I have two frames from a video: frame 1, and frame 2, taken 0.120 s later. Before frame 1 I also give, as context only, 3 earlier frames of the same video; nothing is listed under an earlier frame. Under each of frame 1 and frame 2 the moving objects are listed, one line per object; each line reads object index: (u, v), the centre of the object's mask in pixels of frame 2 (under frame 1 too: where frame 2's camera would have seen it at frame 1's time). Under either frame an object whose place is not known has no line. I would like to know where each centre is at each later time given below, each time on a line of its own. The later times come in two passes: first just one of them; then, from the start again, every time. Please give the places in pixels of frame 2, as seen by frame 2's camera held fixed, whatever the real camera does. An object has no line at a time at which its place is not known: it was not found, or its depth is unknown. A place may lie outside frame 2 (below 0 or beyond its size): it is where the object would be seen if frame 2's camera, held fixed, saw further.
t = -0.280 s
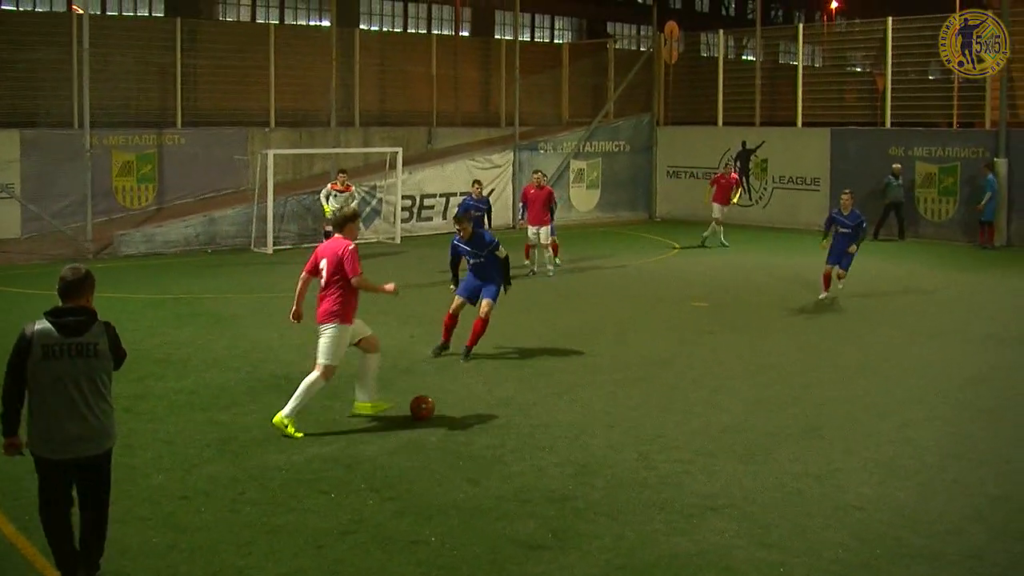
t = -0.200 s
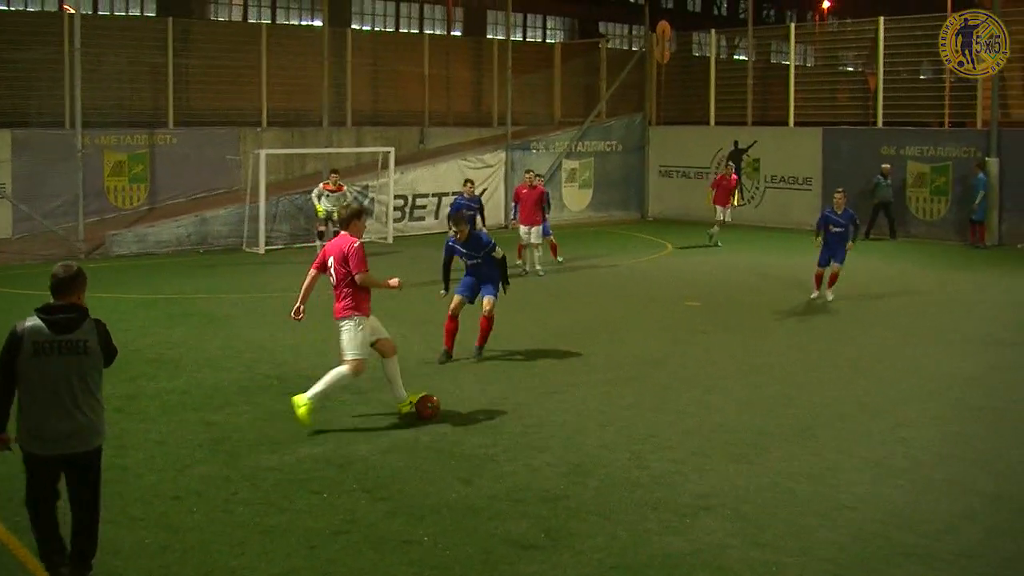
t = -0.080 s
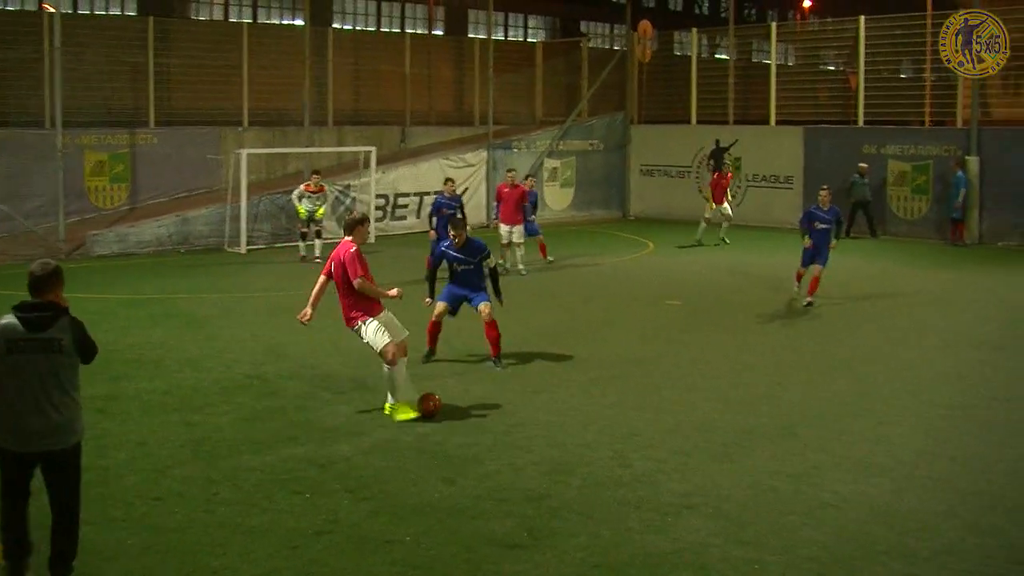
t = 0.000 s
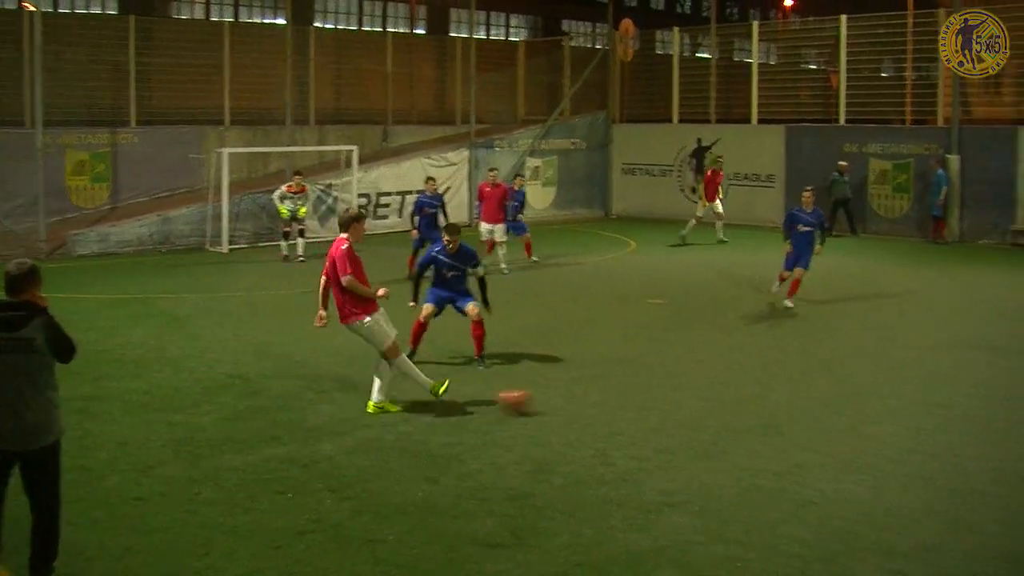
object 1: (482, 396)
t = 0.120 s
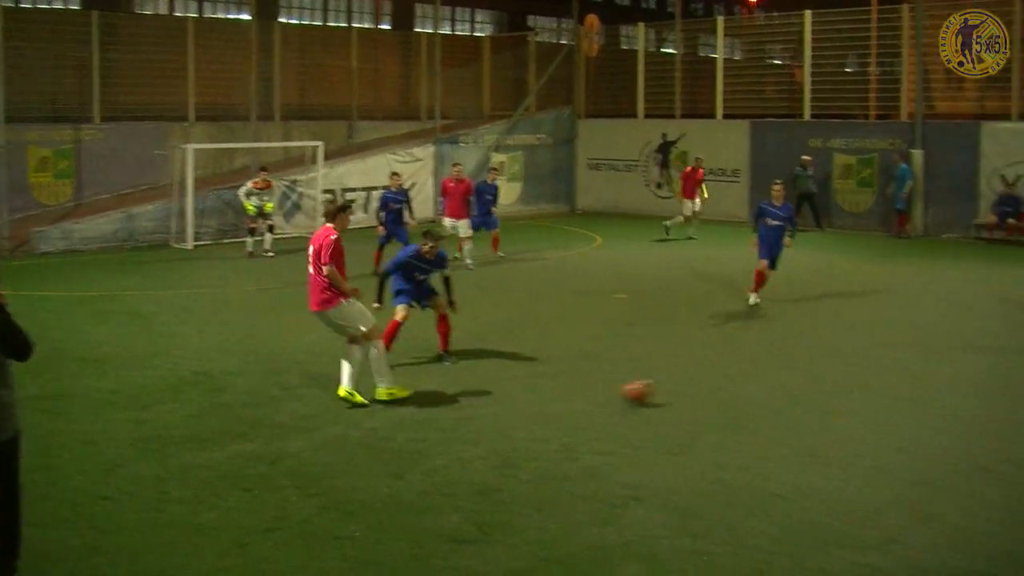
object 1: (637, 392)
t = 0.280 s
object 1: (815, 387)
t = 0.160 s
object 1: (686, 392)
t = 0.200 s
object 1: (732, 391)
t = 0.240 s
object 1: (774, 388)
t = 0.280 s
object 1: (815, 387)
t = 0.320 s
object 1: (855, 387)
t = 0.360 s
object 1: (893, 386)
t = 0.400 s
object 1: (928, 384)
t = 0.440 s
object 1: (960, 383)
